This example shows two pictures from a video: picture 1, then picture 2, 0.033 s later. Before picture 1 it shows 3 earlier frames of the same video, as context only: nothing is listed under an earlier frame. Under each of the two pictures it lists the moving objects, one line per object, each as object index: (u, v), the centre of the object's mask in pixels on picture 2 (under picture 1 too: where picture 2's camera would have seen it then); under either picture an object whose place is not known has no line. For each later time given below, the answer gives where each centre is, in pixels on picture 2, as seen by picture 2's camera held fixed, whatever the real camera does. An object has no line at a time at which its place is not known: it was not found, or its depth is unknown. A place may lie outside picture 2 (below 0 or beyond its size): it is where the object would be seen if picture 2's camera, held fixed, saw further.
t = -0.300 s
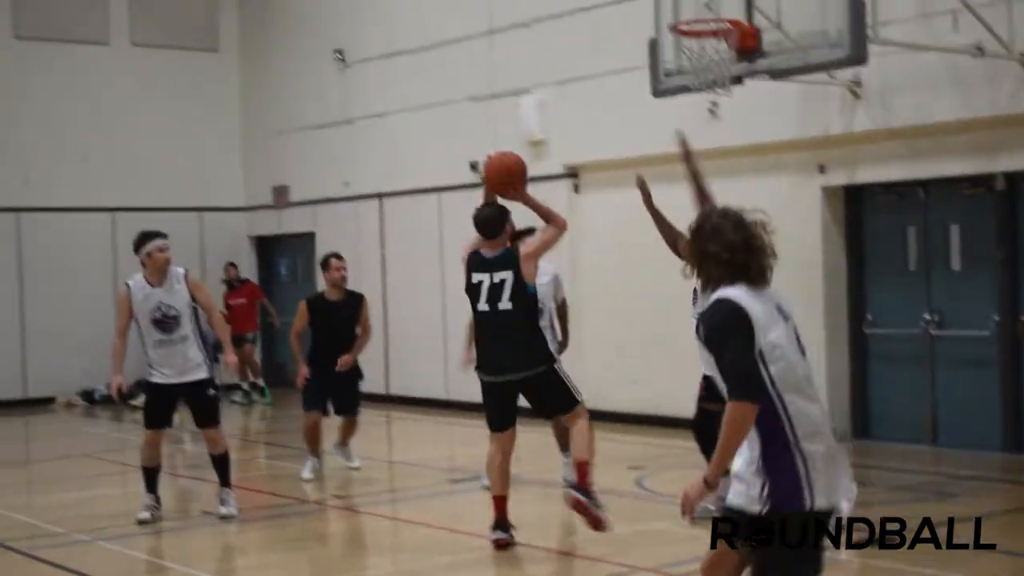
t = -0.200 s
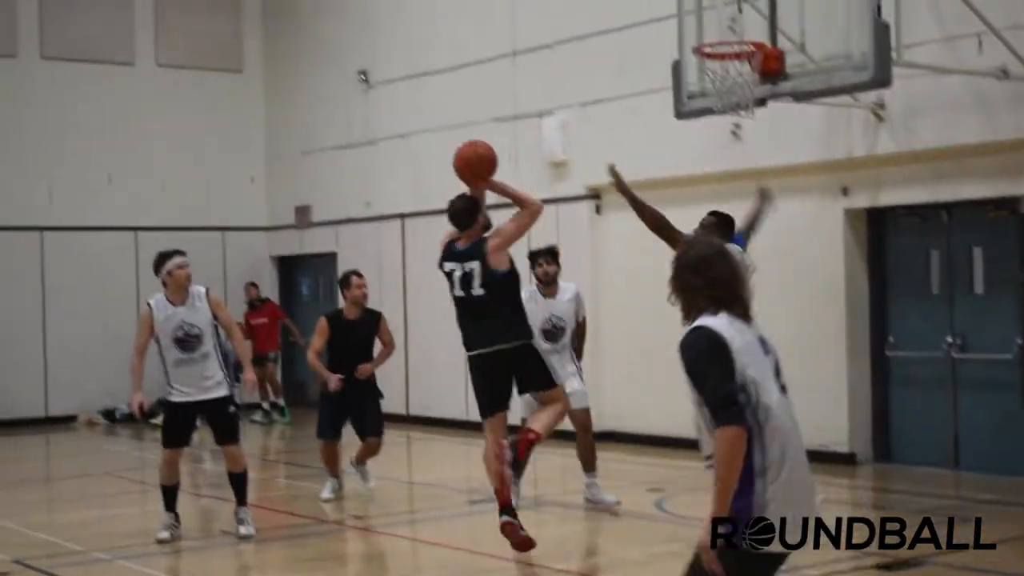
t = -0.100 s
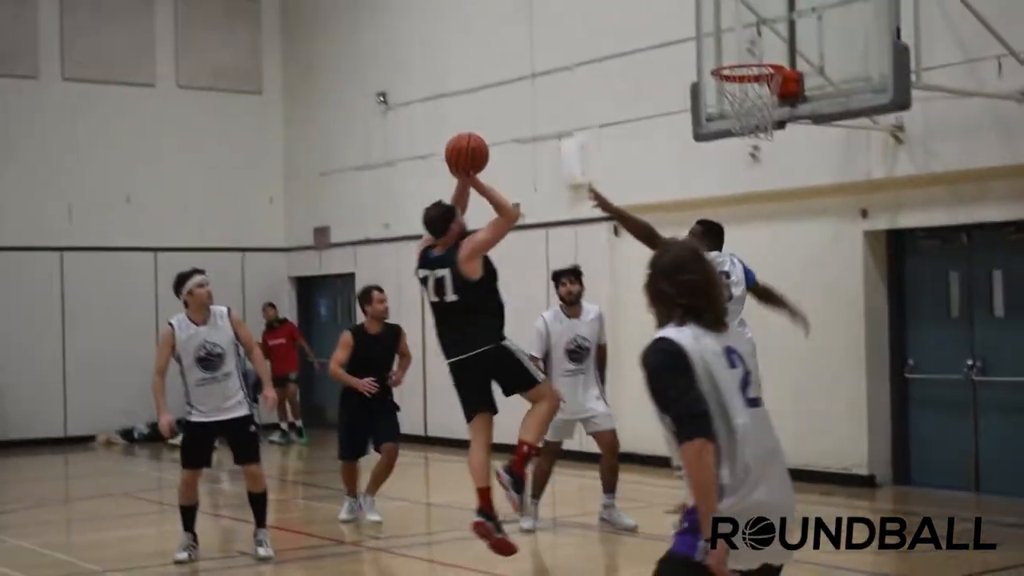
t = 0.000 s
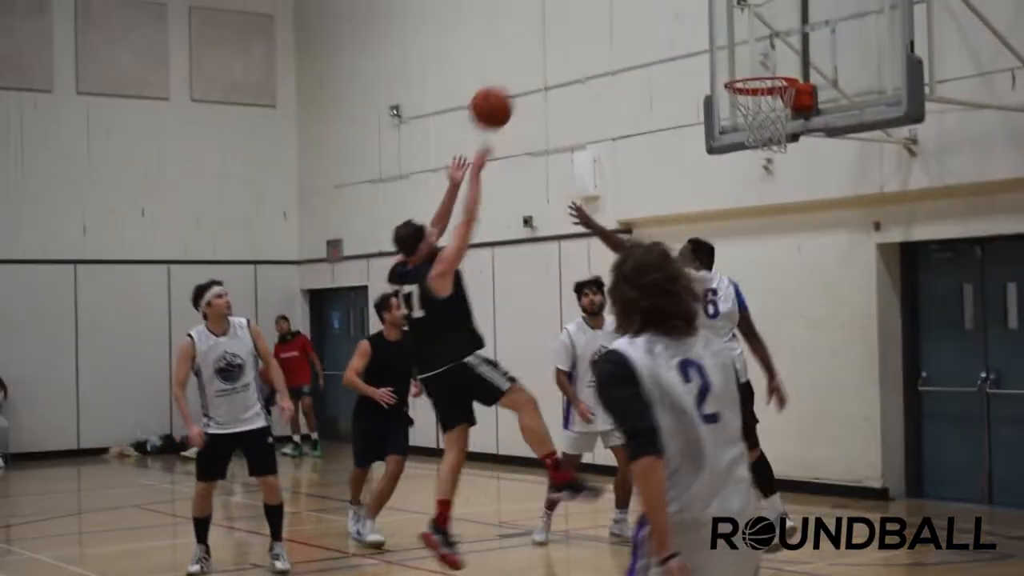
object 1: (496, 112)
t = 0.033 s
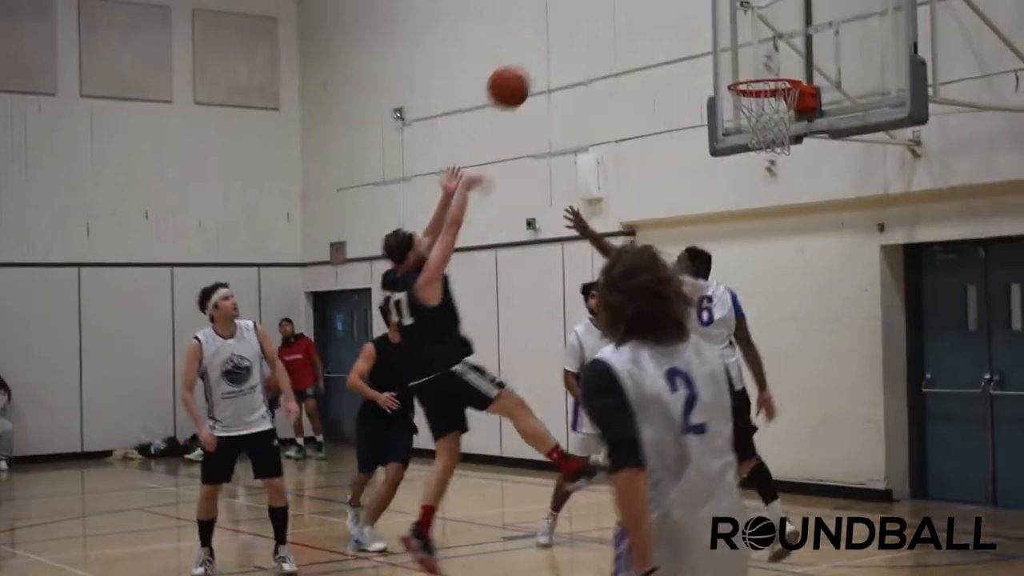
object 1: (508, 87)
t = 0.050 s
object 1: (515, 76)
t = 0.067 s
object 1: (522, 65)
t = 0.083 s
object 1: (528, 56)
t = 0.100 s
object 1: (534, 48)
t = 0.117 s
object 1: (541, 39)
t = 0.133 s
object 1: (547, 31)
